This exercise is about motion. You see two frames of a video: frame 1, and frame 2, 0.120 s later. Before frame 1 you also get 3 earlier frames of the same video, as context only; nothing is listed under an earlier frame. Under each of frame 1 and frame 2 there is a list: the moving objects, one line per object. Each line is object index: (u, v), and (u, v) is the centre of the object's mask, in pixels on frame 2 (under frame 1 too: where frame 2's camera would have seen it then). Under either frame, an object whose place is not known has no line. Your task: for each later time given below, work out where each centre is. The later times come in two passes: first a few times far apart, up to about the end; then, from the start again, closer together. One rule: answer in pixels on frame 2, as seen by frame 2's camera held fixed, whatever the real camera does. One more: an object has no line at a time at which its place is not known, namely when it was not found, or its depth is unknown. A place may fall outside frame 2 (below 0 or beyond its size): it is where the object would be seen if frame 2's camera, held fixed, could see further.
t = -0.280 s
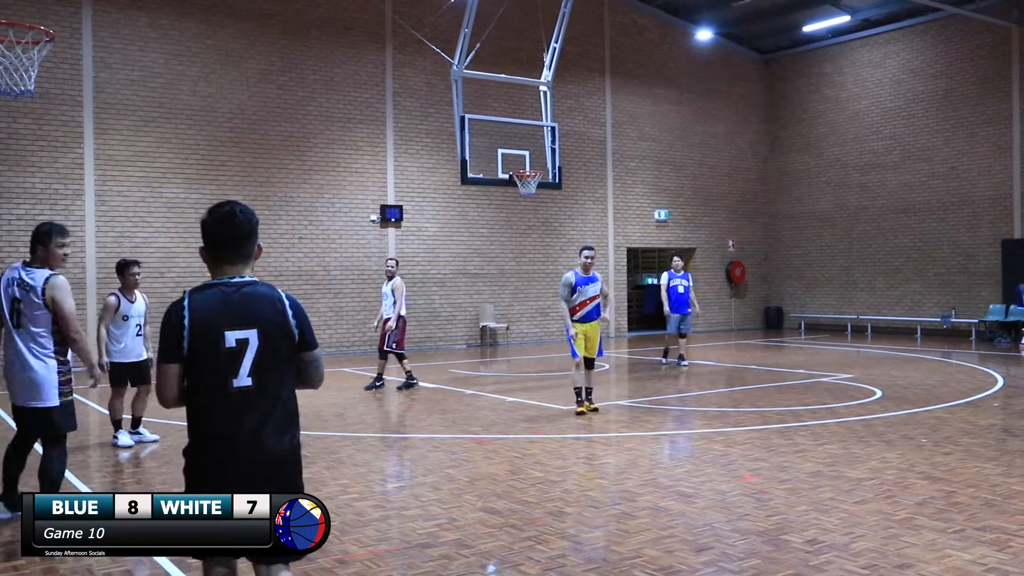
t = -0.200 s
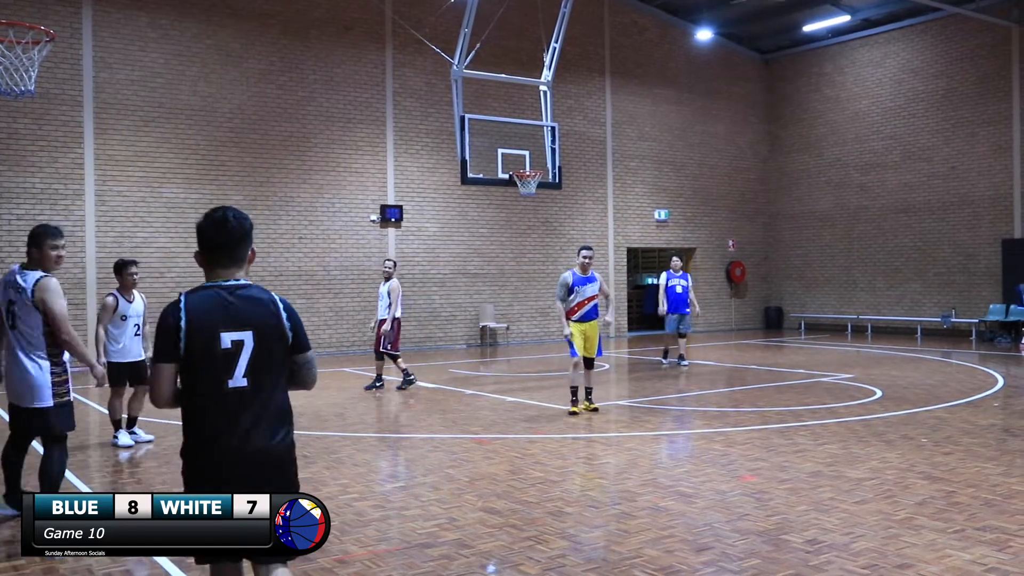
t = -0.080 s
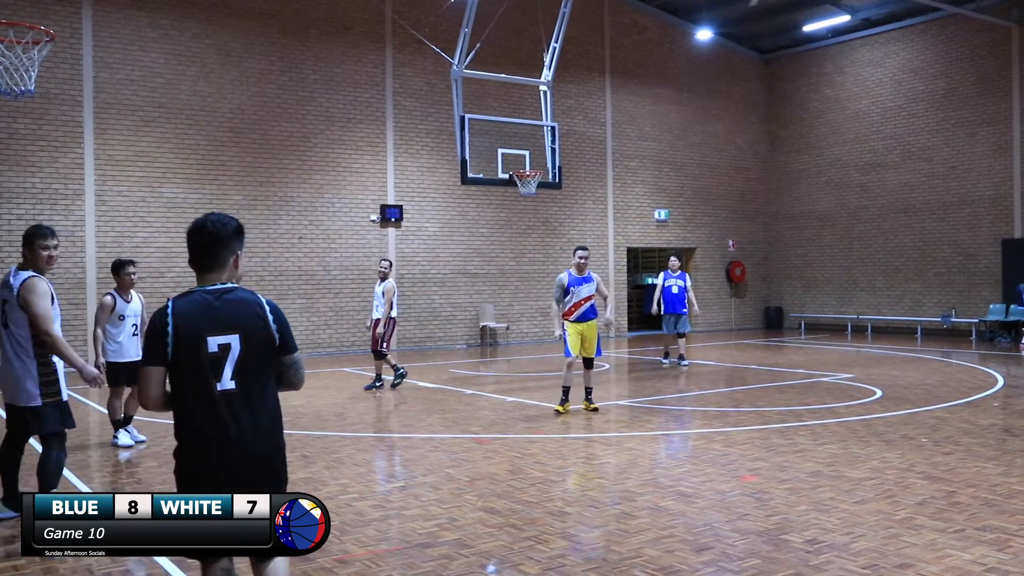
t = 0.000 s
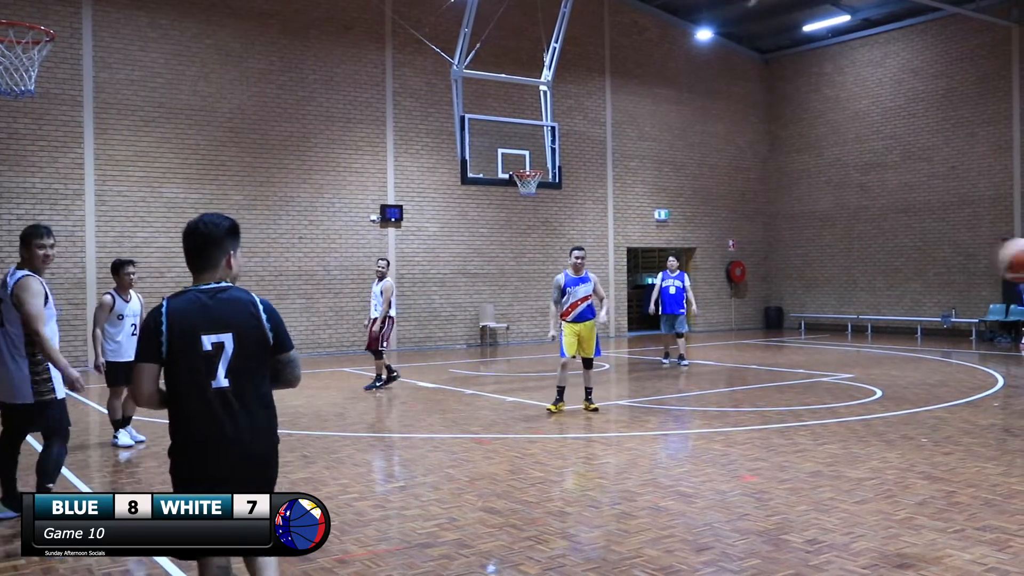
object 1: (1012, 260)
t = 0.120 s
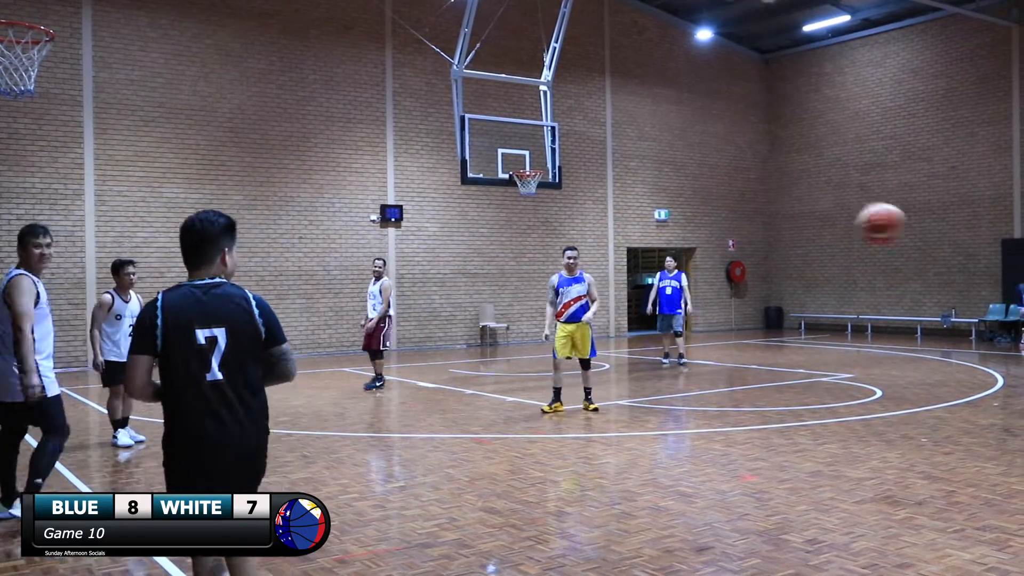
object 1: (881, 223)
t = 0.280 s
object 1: (710, 215)
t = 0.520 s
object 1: (486, 284)
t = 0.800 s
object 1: (272, 458)
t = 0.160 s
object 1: (836, 216)
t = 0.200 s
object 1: (793, 213)
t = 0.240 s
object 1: (752, 213)
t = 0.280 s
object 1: (710, 215)
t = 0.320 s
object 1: (671, 222)
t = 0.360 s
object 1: (631, 229)
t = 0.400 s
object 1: (594, 239)
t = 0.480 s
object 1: (520, 266)
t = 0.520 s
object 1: (486, 284)
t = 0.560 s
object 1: (451, 304)
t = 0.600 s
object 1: (420, 324)
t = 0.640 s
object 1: (389, 347)
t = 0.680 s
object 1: (357, 373)
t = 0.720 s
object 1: (328, 400)
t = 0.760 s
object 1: (300, 429)
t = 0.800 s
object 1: (272, 458)
